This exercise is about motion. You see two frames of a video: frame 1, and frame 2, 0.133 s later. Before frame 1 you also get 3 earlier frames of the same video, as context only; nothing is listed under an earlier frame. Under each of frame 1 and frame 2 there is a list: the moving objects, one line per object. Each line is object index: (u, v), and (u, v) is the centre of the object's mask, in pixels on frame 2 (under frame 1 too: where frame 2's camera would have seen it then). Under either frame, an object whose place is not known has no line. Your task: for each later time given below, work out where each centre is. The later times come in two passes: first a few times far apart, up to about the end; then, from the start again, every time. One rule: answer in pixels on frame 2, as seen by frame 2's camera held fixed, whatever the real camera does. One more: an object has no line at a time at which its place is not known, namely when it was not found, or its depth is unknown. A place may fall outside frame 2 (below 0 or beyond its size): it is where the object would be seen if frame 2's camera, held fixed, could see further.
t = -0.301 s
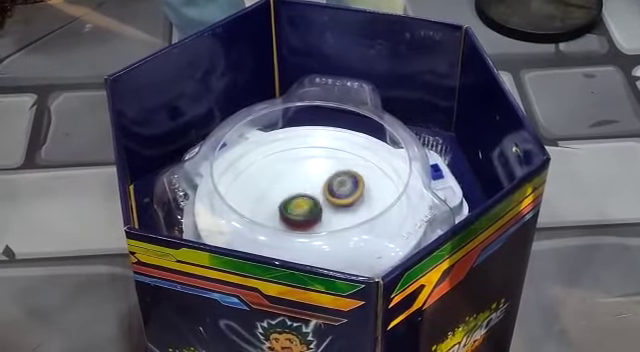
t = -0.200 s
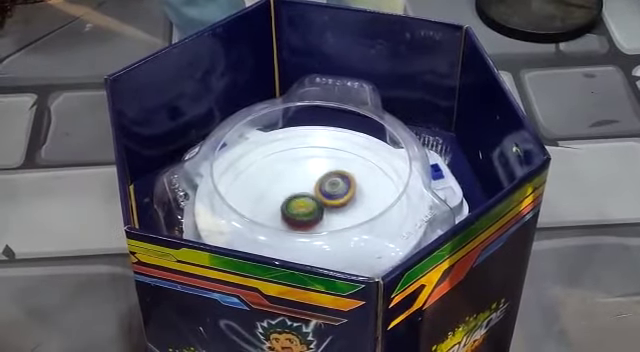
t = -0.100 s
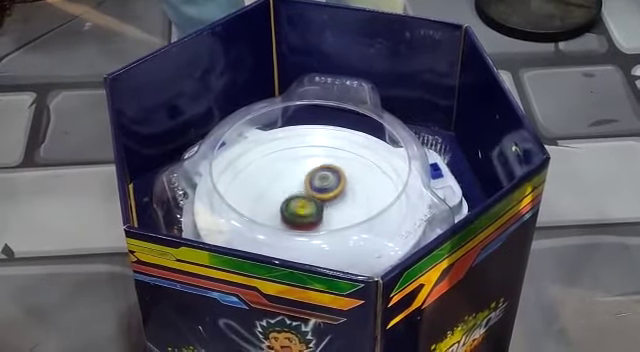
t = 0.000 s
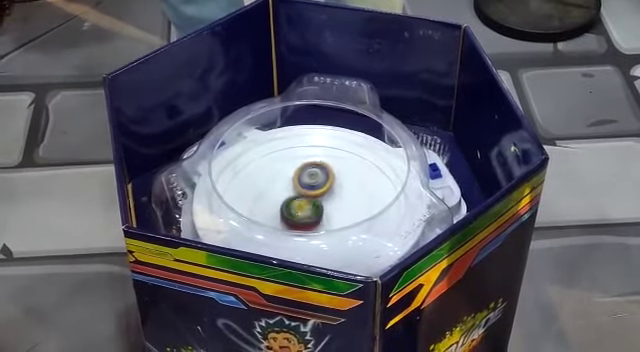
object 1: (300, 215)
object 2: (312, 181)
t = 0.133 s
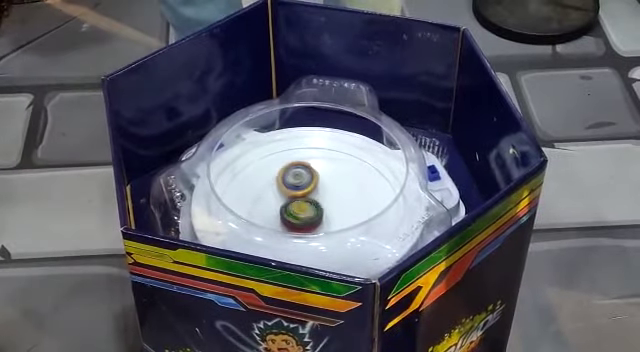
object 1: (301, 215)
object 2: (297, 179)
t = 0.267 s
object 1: (303, 214)
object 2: (286, 179)
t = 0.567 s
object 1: (310, 213)
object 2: (282, 184)
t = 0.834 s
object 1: (322, 214)
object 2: (280, 195)
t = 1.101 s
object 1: (344, 213)
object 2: (269, 212)
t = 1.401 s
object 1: (337, 210)
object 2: (290, 233)
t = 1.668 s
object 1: (320, 206)
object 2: (298, 236)
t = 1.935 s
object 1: (300, 197)
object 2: (306, 231)
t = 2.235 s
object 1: (295, 194)
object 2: (334, 215)
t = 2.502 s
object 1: (295, 196)
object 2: (349, 202)
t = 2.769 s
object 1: (296, 206)
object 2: (344, 200)
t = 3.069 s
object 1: (295, 212)
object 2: (336, 197)
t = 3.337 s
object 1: (292, 220)
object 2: (331, 190)
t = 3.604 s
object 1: (304, 226)
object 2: (296, 181)
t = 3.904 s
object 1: (314, 226)
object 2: (285, 184)
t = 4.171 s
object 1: (320, 224)
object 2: (287, 206)
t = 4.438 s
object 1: (351, 212)
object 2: (268, 216)
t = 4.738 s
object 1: (346, 214)
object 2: (286, 219)
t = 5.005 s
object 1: (356, 193)
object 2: (297, 223)
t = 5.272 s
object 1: (350, 194)
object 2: (297, 221)
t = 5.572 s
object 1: (338, 200)
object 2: (293, 208)
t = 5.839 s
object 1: (330, 190)
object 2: (278, 200)
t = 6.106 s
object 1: (318, 185)
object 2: (275, 209)
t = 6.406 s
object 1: (322, 194)
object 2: (296, 223)
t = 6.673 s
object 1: (319, 194)
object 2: (325, 229)
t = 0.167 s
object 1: (301, 215)
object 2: (294, 179)
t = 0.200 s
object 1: (302, 215)
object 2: (291, 179)
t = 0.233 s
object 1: (302, 214)
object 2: (288, 179)
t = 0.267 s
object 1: (303, 214)
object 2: (286, 179)
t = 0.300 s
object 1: (303, 214)
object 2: (284, 179)
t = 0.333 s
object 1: (304, 213)
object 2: (282, 180)
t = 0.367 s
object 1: (304, 213)
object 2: (282, 180)
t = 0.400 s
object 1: (305, 213)
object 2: (282, 181)
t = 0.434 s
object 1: (305, 213)
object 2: (282, 182)
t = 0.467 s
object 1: (305, 213)
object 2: (283, 183)
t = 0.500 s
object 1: (307, 213)
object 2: (282, 183)
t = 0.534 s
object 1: (309, 213)
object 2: (282, 184)
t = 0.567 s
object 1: (310, 213)
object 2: (282, 184)
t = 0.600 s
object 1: (310, 213)
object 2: (283, 186)
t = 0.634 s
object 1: (311, 213)
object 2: (283, 186)
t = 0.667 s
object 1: (313, 213)
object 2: (281, 187)
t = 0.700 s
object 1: (315, 214)
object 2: (281, 187)
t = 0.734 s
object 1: (317, 214)
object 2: (281, 188)
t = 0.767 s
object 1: (317, 214)
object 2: (281, 190)
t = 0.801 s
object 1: (318, 214)
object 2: (282, 192)
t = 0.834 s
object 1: (322, 214)
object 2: (280, 195)
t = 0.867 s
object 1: (330, 215)
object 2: (273, 197)
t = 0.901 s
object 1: (336, 214)
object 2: (268, 199)
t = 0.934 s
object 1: (340, 214)
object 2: (265, 202)
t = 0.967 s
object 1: (342, 214)
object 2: (265, 204)
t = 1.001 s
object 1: (344, 213)
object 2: (265, 206)
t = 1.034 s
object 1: (345, 213)
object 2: (265, 208)
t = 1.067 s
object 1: (345, 213)
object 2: (267, 210)
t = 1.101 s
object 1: (344, 213)
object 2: (269, 212)
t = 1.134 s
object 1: (344, 213)
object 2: (271, 215)
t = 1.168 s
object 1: (343, 213)
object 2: (273, 217)
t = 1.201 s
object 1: (342, 213)
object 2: (275, 218)
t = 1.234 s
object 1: (341, 212)
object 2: (278, 221)
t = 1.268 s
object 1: (341, 212)
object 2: (281, 221)
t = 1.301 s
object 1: (340, 211)
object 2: (283, 222)
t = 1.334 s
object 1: (339, 211)
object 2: (285, 226)
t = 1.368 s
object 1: (338, 211)
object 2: (288, 231)
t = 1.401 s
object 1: (337, 210)
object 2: (290, 233)
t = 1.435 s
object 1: (335, 210)
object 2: (292, 234)
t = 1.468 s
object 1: (333, 209)
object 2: (293, 235)
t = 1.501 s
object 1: (331, 209)
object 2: (295, 236)
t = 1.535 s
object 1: (329, 208)
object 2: (296, 237)
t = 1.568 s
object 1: (326, 208)
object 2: (297, 237)
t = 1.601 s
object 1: (324, 208)
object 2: (297, 237)
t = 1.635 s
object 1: (322, 207)
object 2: (297, 236)
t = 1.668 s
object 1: (320, 206)
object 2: (298, 236)
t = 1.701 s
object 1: (317, 206)
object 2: (298, 236)
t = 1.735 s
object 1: (314, 204)
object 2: (299, 235)
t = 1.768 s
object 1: (312, 203)
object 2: (299, 235)
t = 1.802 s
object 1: (309, 202)
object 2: (300, 234)
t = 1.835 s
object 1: (307, 200)
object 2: (301, 234)
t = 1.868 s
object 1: (304, 200)
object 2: (301, 233)
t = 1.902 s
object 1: (302, 199)
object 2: (303, 232)
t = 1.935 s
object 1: (300, 197)
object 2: (306, 231)
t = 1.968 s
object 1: (297, 195)
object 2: (309, 231)
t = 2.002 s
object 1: (295, 194)
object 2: (312, 231)
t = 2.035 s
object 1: (294, 193)
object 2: (314, 230)
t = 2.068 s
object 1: (293, 193)
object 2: (317, 228)
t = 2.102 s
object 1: (292, 193)
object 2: (320, 224)
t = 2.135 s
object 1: (293, 193)
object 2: (324, 220)
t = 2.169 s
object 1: (293, 193)
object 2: (328, 219)
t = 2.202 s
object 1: (294, 193)
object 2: (330, 217)
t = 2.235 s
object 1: (295, 194)
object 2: (334, 215)
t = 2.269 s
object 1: (296, 194)
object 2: (337, 212)
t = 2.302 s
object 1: (296, 194)
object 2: (340, 210)
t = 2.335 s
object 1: (297, 194)
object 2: (342, 208)
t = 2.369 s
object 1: (296, 194)
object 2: (345, 206)
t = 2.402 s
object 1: (296, 194)
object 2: (347, 205)
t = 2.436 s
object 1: (296, 195)
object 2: (348, 203)
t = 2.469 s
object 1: (296, 196)
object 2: (349, 202)
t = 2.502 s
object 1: (295, 196)
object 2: (349, 202)
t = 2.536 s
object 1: (295, 197)
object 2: (348, 201)
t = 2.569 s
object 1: (295, 198)
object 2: (347, 202)
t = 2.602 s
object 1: (295, 200)
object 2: (347, 201)
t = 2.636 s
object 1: (296, 201)
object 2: (346, 201)
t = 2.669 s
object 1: (296, 202)
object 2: (345, 201)
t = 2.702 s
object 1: (297, 203)
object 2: (344, 201)
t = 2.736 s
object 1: (298, 204)
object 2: (343, 201)
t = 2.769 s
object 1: (296, 206)
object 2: (344, 200)
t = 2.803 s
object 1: (295, 207)
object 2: (343, 200)
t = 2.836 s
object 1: (296, 208)
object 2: (343, 200)
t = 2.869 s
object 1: (297, 208)
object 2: (341, 199)
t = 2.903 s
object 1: (295, 209)
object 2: (343, 198)
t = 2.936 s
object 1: (293, 210)
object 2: (342, 197)
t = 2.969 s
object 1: (294, 210)
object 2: (341, 197)
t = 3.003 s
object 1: (294, 211)
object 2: (340, 197)
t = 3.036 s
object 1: (295, 211)
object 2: (338, 197)
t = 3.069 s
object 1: (295, 212)
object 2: (336, 197)
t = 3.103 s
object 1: (291, 215)
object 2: (338, 193)
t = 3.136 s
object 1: (288, 218)
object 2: (339, 191)
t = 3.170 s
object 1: (287, 218)
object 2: (340, 188)
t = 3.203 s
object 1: (287, 219)
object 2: (338, 188)
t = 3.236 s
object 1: (288, 219)
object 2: (337, 189)
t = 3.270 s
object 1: (290, 220)
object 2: (336, 189)
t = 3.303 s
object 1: (290, 219)
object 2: (334, 190)
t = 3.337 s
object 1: (292, 220)
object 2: (331, 190)
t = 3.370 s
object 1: (293, 220)
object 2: (329, 191)
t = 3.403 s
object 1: (295, 220)
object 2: (324, 192)
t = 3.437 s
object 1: (296, 220)
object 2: (320, 193)
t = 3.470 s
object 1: (297, 221)
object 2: (314, 193)
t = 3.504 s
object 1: (298, 223)
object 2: (310, 188)
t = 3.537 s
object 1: (300, 225)
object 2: (305, 185)
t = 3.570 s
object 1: (301, 226)
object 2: (301, 182)
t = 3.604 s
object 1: (304, 226)
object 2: (296, 181)
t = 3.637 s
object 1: (305, 226)
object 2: (292, 179)
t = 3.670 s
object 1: (307, 226)
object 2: (290, 179)
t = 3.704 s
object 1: (309, 226)
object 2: (288, 179)
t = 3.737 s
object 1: (309, 226)
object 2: (286, 179)
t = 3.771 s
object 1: (311, 226)
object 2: (285, 180)
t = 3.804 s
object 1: (312, 226)
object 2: (284, 181)
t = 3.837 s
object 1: (313, 226)
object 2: (284, 182)
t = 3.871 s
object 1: (313, 226)
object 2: (284, 183)
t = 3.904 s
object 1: (314, 226)
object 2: (285, 184)
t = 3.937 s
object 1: (315, 225)
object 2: (285, 186)
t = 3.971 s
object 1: (315, 226)
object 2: (286, 188)
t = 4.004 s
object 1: (315, 225)
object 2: (286, 190)
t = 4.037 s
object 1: (317, 225)
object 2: (286, 192)
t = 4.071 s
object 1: (317, 225)
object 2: (286, 195)
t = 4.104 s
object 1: (318, 225)
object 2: (286, 199)
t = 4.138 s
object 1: (319, 224)
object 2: (286, 202)
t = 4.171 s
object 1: (320, 224)
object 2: (287, 206)
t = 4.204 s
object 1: (323, 223)
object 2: (284, 208)
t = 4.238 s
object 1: (328, 222)
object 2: (277, 211)
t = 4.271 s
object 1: (333, 221)
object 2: (272, 212)
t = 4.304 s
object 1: (337, 219)
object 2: (269, 214)
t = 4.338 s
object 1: (341, 217)
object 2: (268, 215)
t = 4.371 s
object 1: (345, 216)
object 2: (268, 216)
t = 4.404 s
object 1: (348, 214)
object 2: (268, 216)
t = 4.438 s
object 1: (351, 212)
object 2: (268, 216)
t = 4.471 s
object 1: (352, 211)
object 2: (269, 216)
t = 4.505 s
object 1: (353, 211)
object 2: (269, 217)
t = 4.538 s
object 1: (353, 211)
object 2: (270, 217)
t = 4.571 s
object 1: (353, 211)
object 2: (270, 217)
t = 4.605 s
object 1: (352, 211)
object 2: (272, 217)
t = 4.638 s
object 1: (350, 212)
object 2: (274, 217)
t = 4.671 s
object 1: (349, 213)
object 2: (277, 218)
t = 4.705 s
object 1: (348, 213)
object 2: (281, 218)
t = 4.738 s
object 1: (346, 214)
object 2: (286, 219)
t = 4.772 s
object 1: (346, 214)
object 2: (291, 219)
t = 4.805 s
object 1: (345, 213)
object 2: (297, 220)
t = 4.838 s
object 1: (345, 213)
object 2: (302, 220)
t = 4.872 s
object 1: (349, 211)
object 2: (301, 222)
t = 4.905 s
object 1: (352, 208)
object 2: (299, 224)
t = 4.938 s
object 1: (354, 203)
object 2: (298, 224)
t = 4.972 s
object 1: (355, 198)
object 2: (297, 223)
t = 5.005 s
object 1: (356, 193)
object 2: (297, 223)
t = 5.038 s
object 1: (356, 189)
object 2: (297, 223)
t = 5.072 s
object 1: (356, 187)
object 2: (297, 223)
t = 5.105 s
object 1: (356, 185)
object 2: (297, 223)
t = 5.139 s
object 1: (355, 185)
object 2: (297, 223)
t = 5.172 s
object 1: (354, 186)
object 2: (297, 223)
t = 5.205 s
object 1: (353, 188)
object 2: (297, 222)
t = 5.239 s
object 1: (351, 191)
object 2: (297, 222)
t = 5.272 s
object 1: (350, 194)
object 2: (297, 221)
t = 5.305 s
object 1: (348, 197)
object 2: (297, 221)
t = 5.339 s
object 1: (347, 200)
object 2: (297, 220)
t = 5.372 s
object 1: (345, 203)
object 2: (298, 218)
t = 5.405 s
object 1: (343, 205)
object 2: (299, 216)
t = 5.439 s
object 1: (342, 207)
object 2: (301, 215)
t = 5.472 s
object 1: (341, 206)
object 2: (300, 213)
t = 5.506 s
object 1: (339, 205)
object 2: (299, 211)
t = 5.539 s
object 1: (338, 202)
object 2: (297, 210)
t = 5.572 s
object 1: (338, 200)
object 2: (293, 208)
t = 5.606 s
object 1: (338, 198)
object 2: (289, 207)
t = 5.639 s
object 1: (337, 196)
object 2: (287, 206)
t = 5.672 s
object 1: (337, 194)
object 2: (284, 204)
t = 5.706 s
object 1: (336, 193)
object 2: (282, 203)
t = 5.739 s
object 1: (335, 191)
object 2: (280, 202)
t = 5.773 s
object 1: (334, 191)
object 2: (279, 201)
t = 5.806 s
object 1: (332, 190)
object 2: (279, 200)
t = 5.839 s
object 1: (330, 190)
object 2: (278, 200)
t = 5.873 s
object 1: (328, 189)
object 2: (279, 200)
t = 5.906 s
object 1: (326, 189)
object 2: (280, 200)
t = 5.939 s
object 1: (323, 189)
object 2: (280, 200)
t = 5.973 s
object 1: (321, 188)
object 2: (279, 200)
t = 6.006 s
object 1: (321, 186)
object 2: (277, 202)
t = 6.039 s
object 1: (320, 185)
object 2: (277, 205)
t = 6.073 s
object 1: (319, 185)
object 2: (275, 208)
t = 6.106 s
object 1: (318, 185)
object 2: (275, 209)
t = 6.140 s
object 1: (318, 185)
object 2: (276, 211)
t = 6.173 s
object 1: (318, 187)
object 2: (277, 213)
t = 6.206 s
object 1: (319, 189)
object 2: (280, 216)
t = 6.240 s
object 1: (320, 191)
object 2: (282, 217)
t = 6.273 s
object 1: (321, 192)
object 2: (283, 218)
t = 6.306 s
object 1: (322, 193)
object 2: (287, 219)
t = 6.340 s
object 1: (323, 193)
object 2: (290, 221)
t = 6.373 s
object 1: (323, 193)
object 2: (293, 222)
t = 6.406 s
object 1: (322, 194)
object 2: (296, 223)
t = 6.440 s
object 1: (321, 194)
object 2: (300, 224)
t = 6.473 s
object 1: (320, 195)
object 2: (303, 224)
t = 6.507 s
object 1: (318, 196)
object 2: (306, 225)
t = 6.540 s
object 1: (318, 195)
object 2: (311, 226)
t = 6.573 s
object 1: (318, 195)
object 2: (315, 229)
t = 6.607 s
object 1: (319, 194)
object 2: (319, 229)
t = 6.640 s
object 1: (319, 194)
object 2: (322, 229)
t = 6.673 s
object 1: (319, 194)
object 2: (325, 229)
